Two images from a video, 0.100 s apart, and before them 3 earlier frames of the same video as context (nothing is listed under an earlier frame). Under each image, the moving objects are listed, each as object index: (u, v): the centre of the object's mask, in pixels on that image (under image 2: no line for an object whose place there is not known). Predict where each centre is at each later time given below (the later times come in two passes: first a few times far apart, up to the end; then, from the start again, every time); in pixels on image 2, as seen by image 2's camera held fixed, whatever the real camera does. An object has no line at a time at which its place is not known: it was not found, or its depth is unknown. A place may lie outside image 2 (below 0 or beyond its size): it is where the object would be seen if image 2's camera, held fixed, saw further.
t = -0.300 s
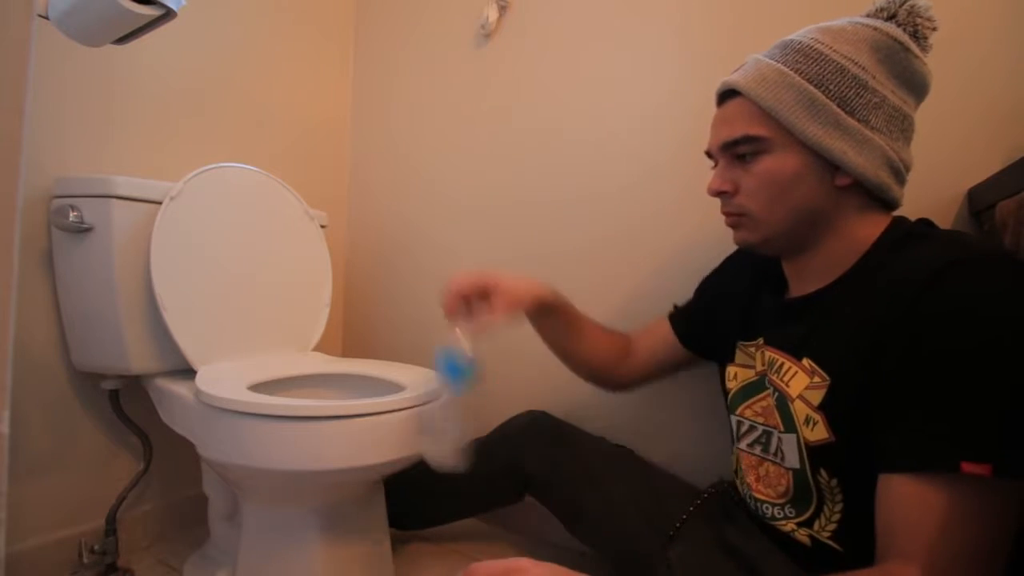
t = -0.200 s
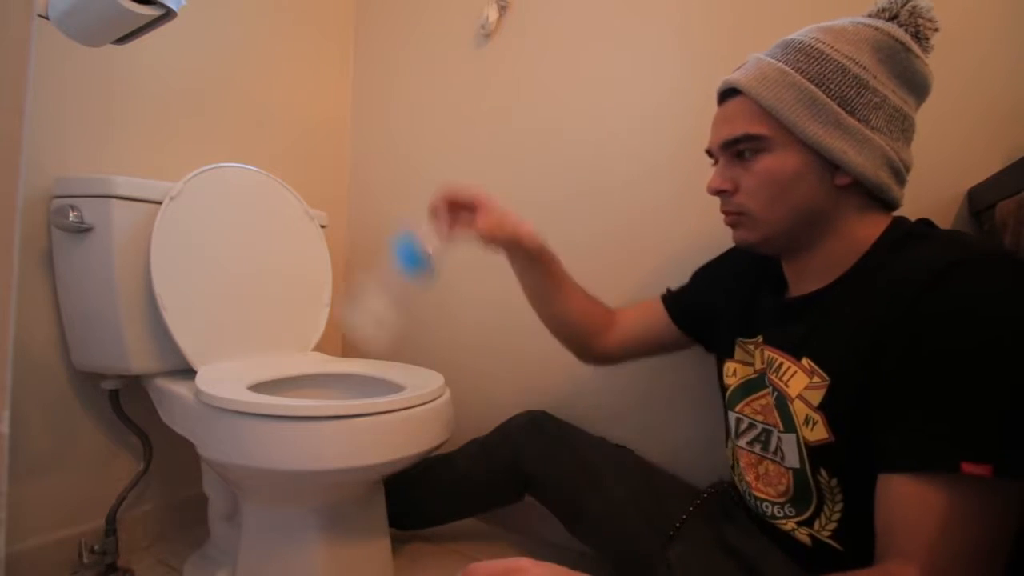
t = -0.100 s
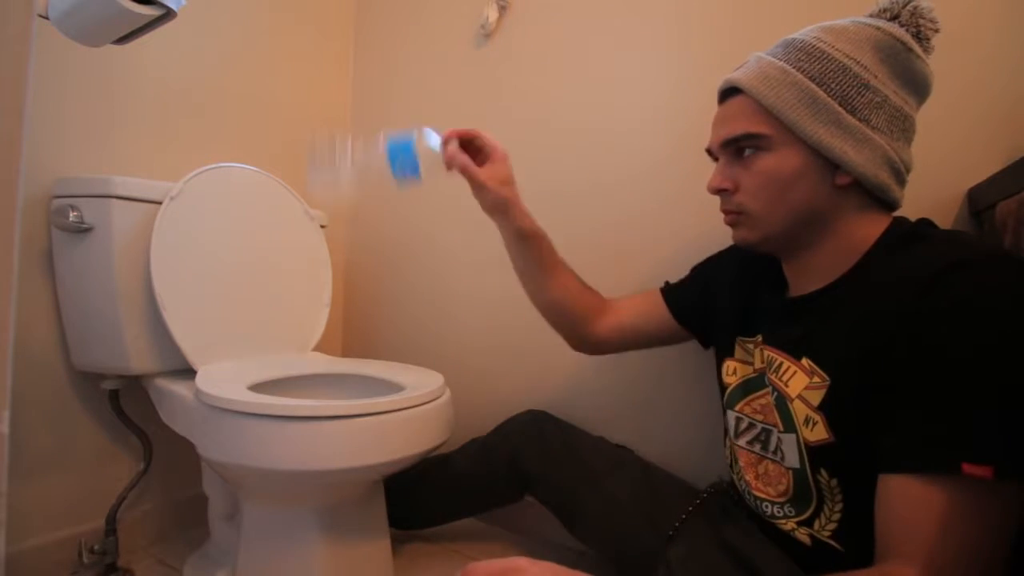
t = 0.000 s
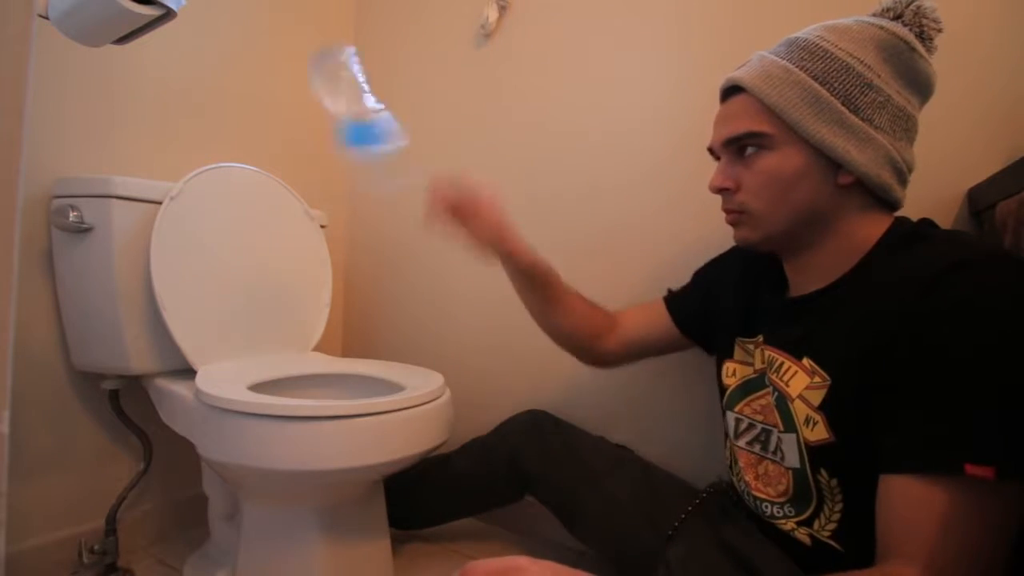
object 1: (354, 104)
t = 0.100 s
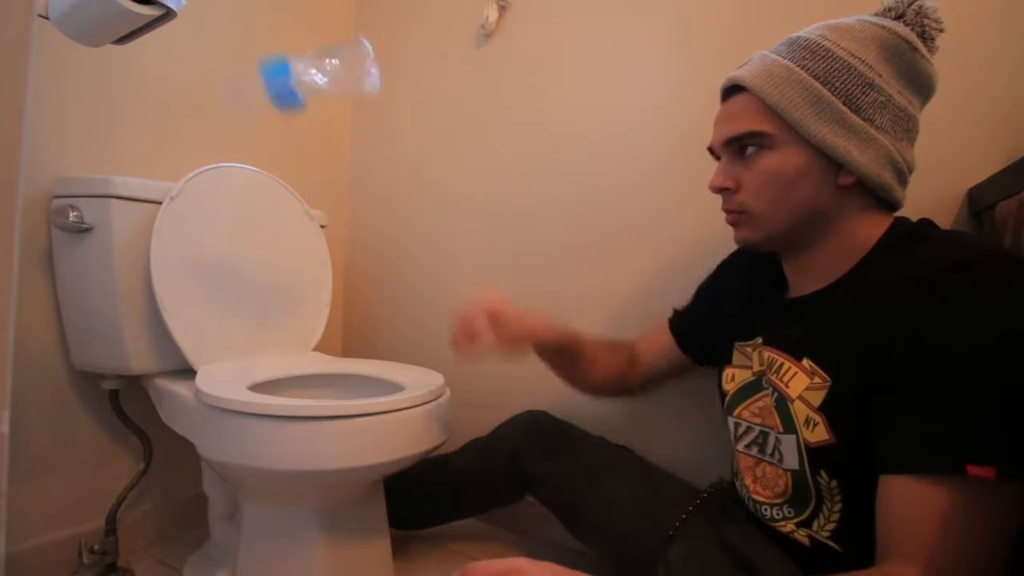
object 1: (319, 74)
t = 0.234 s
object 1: (325, 135)
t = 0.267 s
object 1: (328, 181)
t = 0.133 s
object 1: (308, 72)
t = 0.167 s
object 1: (315, 81)
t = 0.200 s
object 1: (321, 103)
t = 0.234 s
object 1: (325, 135)
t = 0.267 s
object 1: (328, 181)
